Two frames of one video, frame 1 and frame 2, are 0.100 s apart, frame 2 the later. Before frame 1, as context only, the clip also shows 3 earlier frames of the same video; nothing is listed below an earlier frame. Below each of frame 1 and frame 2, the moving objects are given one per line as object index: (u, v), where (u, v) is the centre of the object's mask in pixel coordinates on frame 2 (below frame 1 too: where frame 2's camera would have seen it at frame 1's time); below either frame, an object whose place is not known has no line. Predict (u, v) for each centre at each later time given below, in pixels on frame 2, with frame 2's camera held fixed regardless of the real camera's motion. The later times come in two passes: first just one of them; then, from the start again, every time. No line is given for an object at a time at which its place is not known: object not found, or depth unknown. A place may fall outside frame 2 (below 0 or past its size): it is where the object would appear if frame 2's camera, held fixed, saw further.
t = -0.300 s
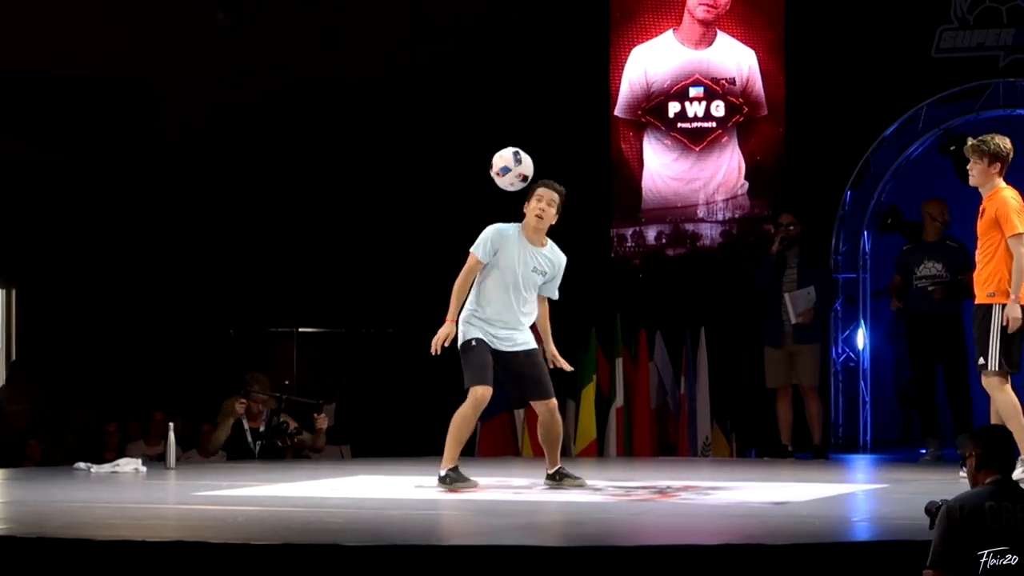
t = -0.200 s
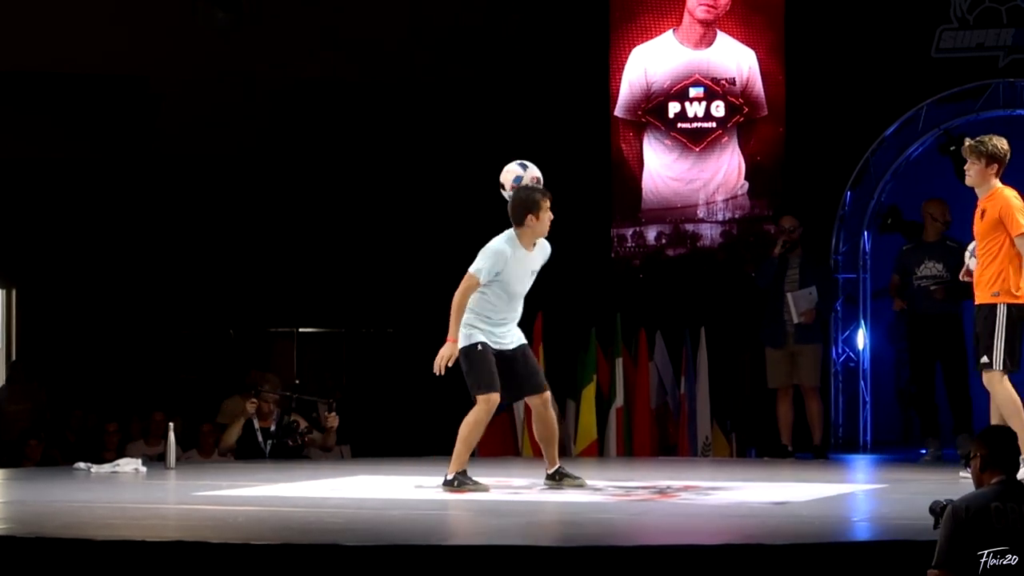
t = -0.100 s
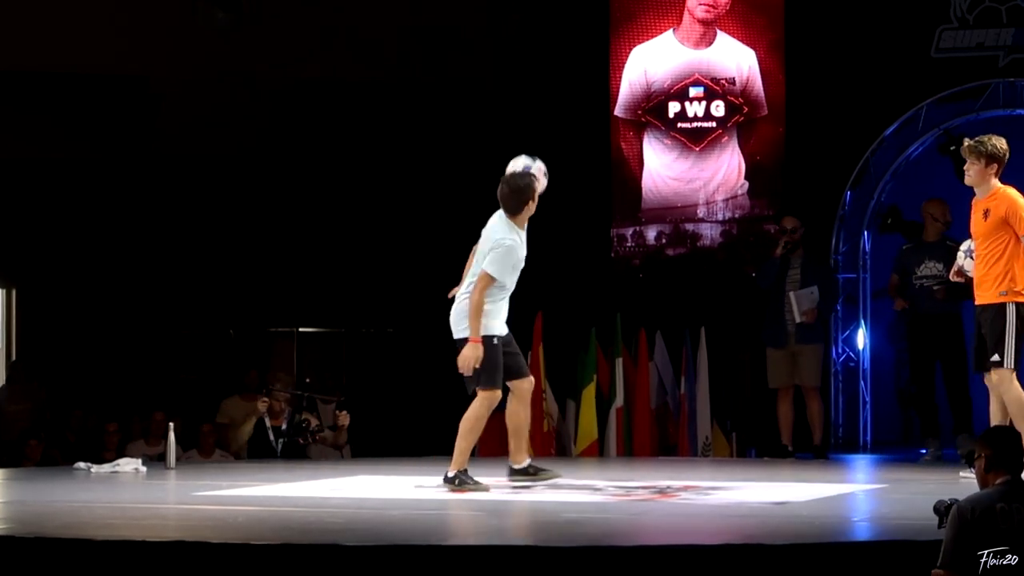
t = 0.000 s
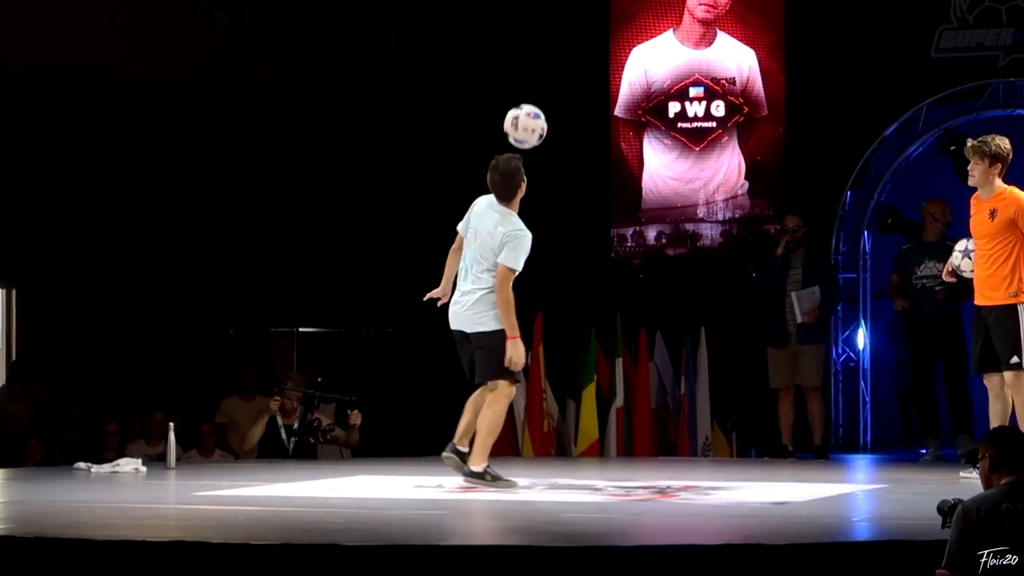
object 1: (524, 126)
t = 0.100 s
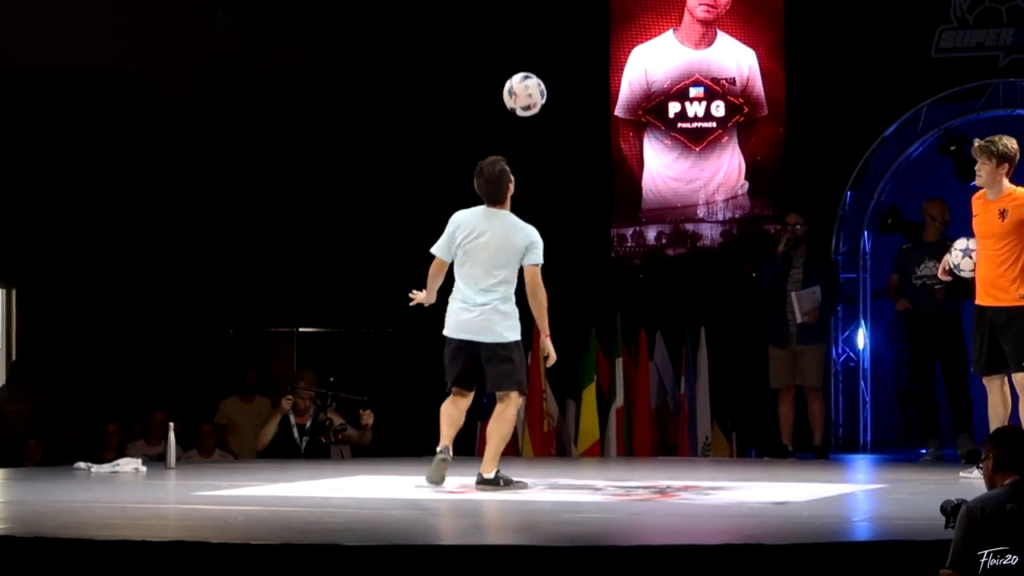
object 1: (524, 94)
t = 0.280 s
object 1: (522, 84)
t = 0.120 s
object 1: (524, 90)
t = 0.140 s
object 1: (524, 86)
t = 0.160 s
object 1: (524, 84)
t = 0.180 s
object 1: (523, 82)
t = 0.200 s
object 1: (523, 81)
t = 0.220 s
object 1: (523, 81)
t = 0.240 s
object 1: (523, 81)
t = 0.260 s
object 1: (523, 82)
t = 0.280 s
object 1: (522, 84)
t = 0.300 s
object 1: (522, 87)
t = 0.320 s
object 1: (522, 90)
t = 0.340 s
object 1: (522, 94)
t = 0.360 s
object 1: (522, 99)
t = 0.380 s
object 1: (521, 105)
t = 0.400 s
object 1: (521, 111)
